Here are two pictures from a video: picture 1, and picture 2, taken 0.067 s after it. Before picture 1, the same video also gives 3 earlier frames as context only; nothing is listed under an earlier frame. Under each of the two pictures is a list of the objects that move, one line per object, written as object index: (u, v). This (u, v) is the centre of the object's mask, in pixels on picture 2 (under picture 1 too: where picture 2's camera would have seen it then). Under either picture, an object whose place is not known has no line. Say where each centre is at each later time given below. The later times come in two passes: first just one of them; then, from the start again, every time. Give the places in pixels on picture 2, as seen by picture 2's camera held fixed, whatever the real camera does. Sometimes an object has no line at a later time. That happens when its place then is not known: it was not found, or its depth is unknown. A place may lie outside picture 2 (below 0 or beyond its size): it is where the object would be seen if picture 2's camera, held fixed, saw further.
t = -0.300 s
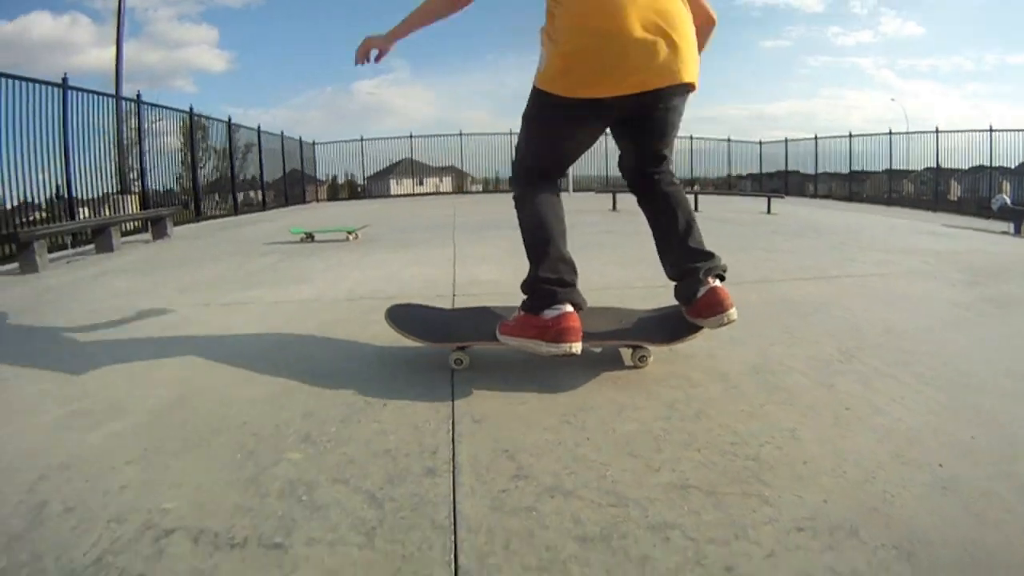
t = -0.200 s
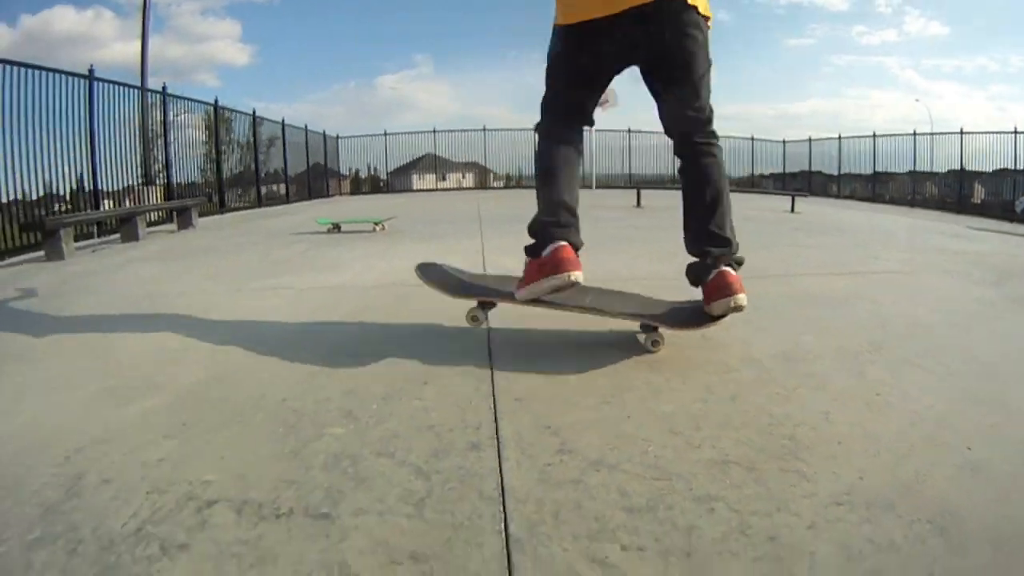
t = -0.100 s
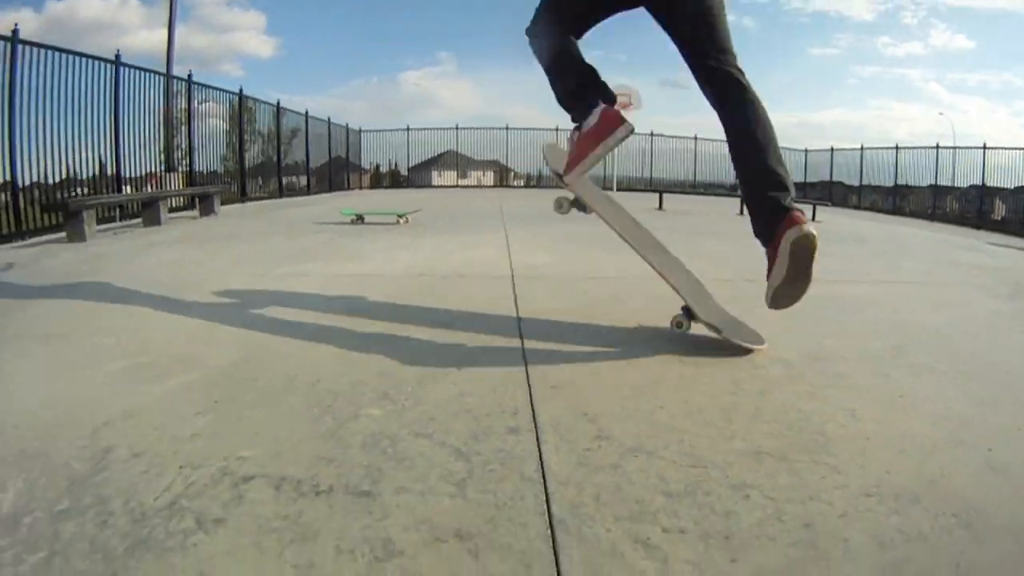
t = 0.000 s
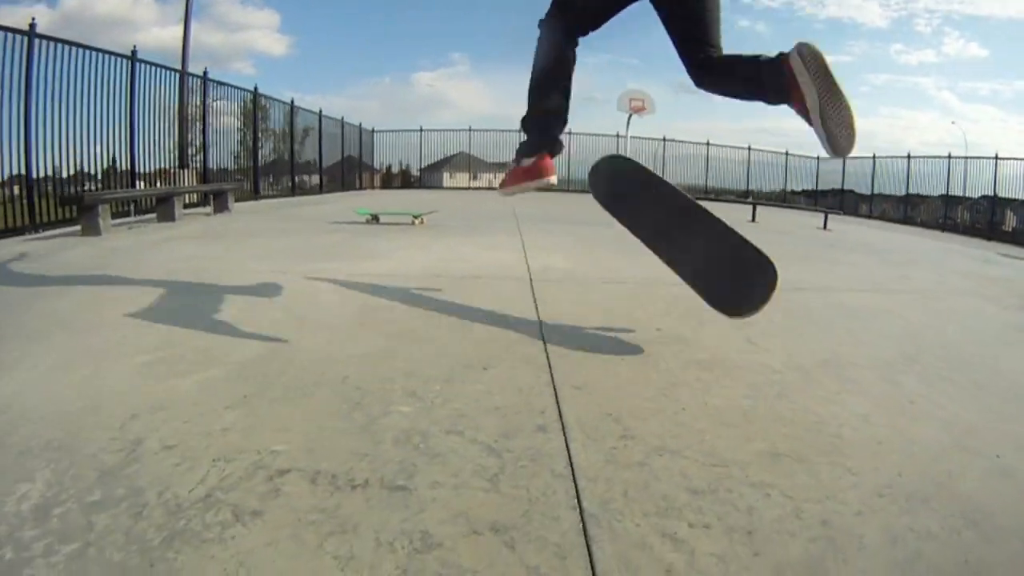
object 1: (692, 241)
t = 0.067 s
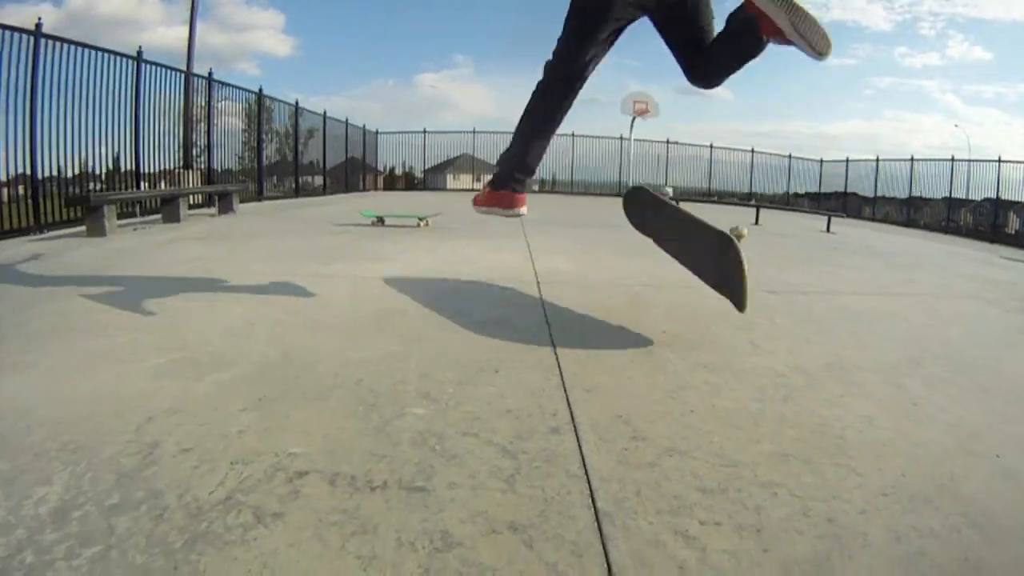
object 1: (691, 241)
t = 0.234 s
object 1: (699, 289)
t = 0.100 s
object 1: (695, 246)
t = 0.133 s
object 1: (704, 259)
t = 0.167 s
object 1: (704, 272)
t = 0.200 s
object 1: (702, 284)
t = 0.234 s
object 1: (699, 289)
